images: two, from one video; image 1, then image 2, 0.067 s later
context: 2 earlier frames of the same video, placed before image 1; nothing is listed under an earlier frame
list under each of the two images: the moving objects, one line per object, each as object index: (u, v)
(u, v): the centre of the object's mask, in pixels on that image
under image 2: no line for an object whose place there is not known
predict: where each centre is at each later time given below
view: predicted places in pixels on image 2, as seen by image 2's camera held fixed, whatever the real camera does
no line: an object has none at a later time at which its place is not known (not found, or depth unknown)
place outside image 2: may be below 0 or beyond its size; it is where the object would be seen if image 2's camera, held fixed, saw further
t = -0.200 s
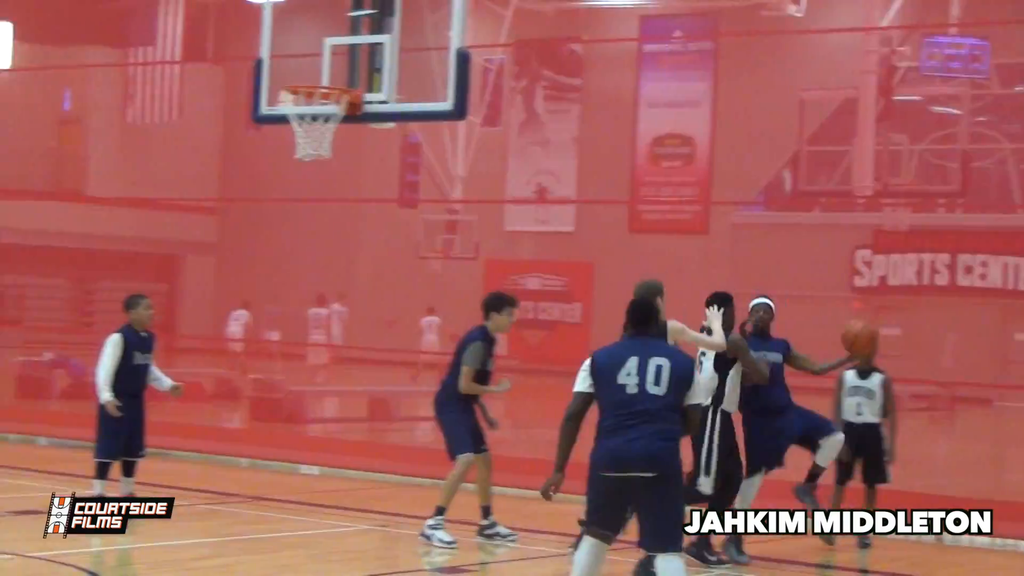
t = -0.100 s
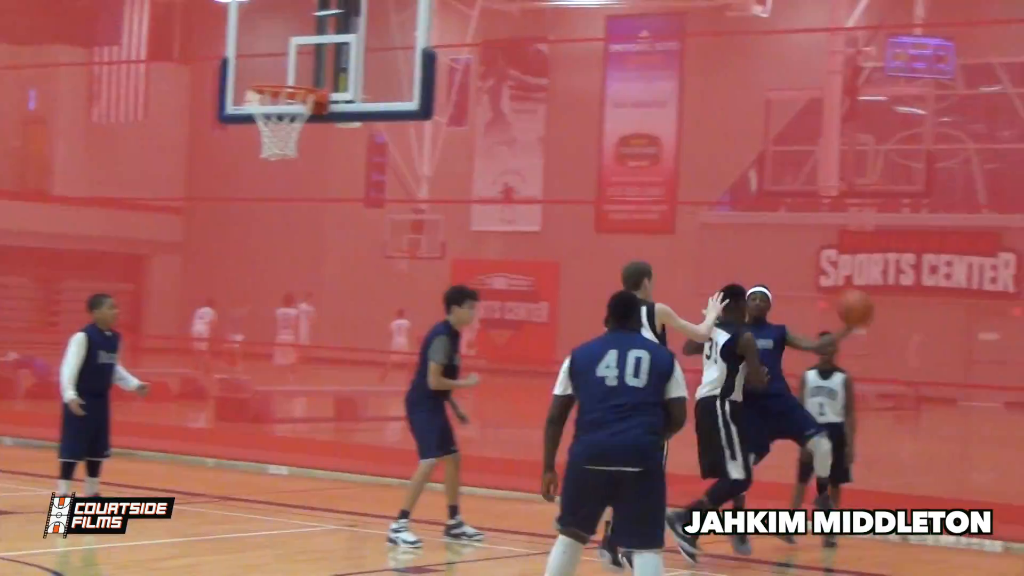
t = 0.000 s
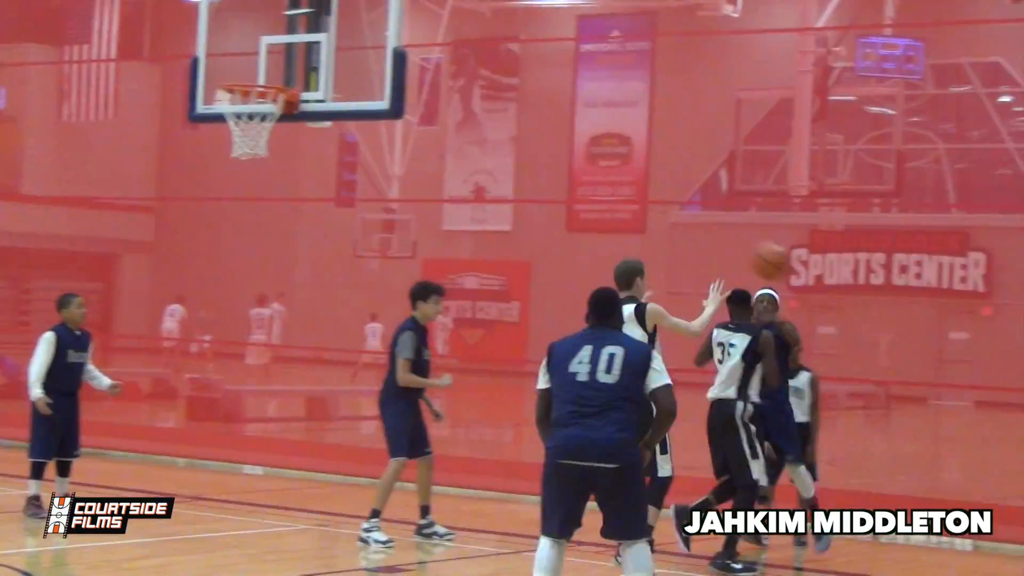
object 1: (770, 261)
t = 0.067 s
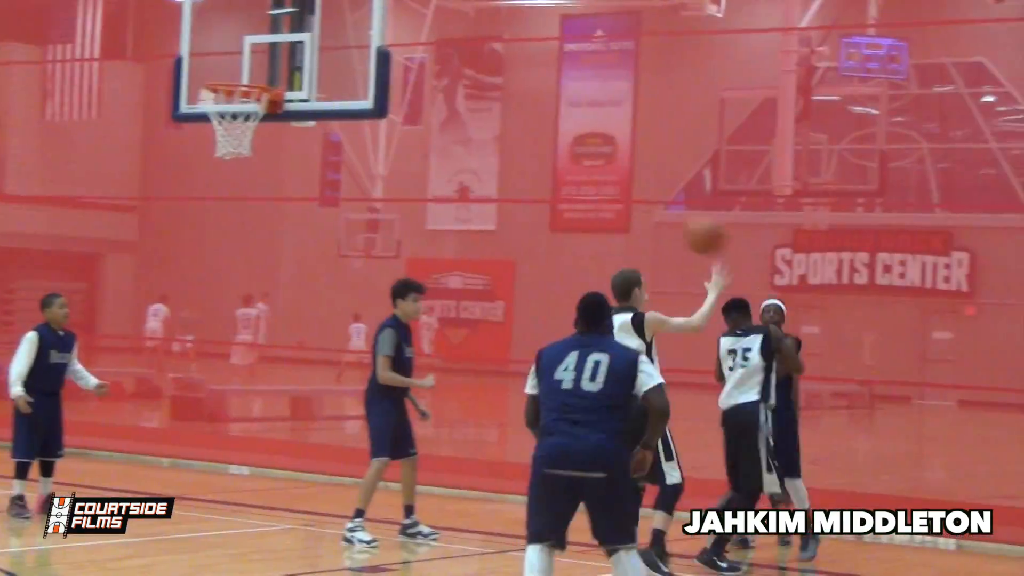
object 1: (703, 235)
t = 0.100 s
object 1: (678, 225)
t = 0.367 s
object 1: (429, 204)
